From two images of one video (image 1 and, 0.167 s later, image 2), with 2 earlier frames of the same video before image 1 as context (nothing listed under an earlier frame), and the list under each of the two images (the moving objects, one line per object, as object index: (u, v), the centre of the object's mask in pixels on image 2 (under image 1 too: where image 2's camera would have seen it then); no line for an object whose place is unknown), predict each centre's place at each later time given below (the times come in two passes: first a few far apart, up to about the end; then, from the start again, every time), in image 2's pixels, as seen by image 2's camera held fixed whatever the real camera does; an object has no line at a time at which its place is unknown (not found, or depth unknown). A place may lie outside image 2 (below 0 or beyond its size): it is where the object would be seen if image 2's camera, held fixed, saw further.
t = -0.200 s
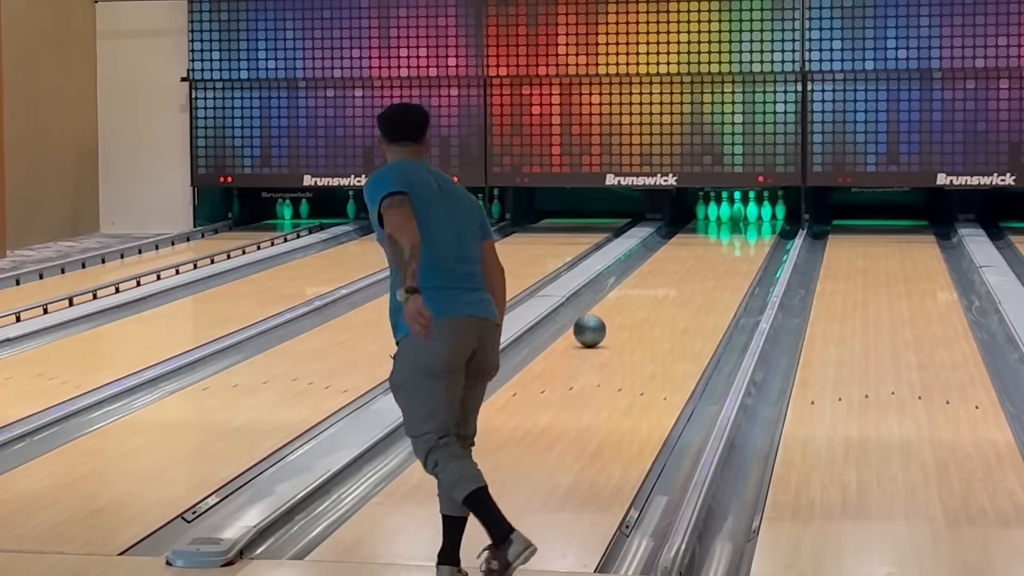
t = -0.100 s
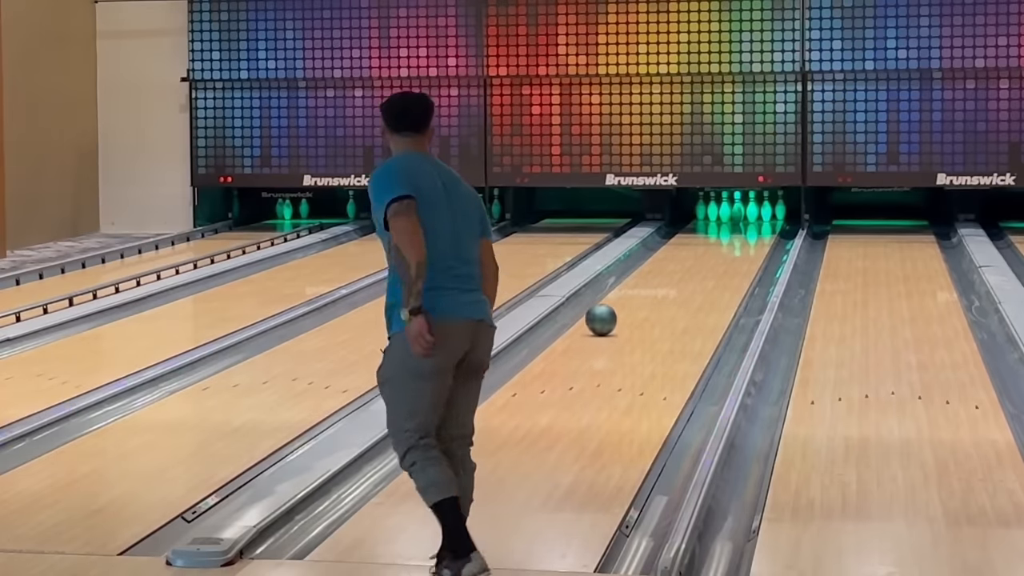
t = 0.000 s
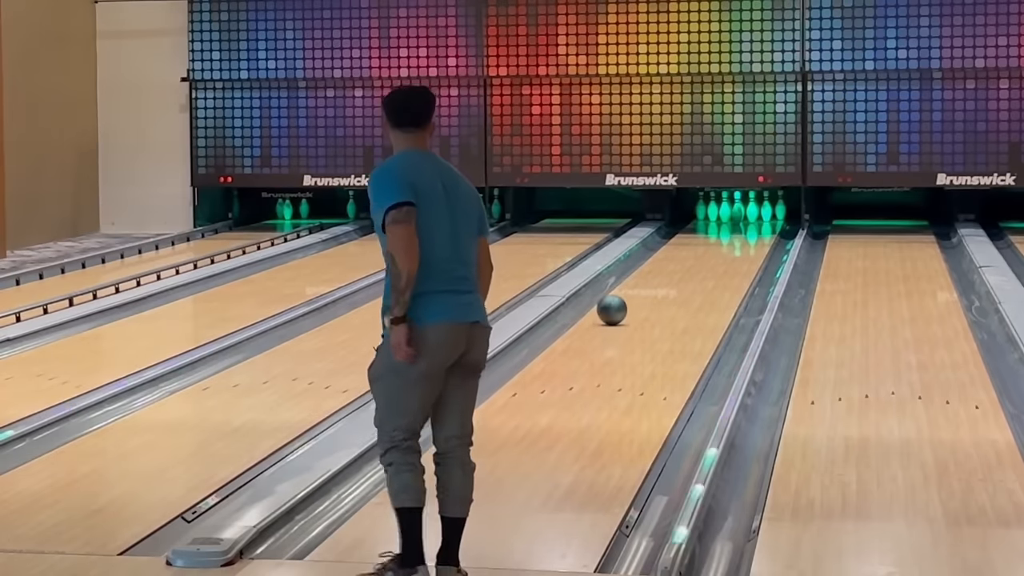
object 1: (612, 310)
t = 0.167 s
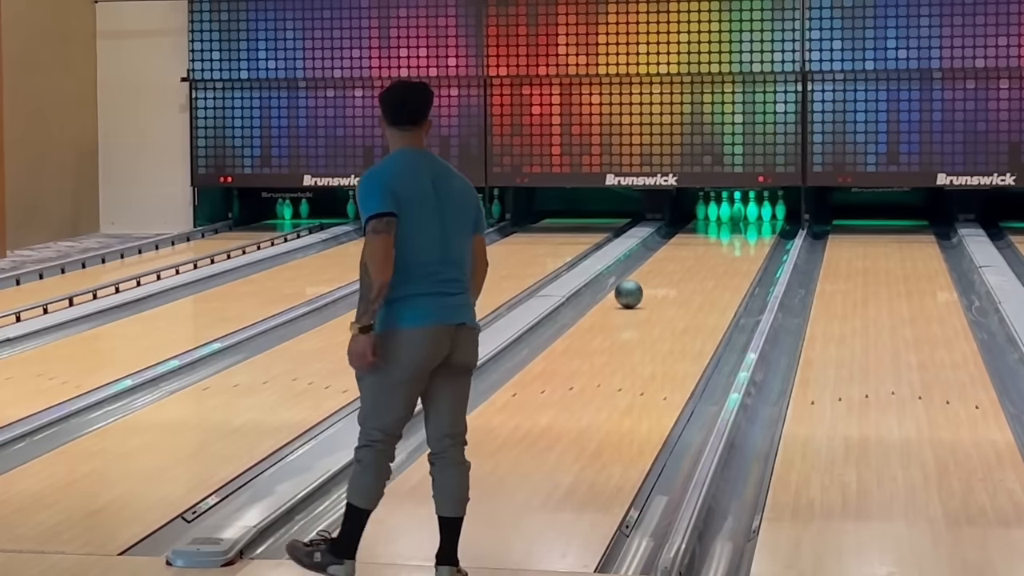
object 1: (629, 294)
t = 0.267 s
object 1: (638, 285)
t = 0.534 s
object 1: (661, 267)
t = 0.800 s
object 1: (682, 252)
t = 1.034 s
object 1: (699, 241)
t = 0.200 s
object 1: (632, 291)
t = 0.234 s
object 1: (635, 288)
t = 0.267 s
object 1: (638, 285)
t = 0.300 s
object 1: (641, 283)
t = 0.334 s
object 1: (644, 280)
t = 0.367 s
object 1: (647, 278)
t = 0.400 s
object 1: (650, 276)
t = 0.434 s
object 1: (653, 273)
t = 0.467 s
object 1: (655, 272)
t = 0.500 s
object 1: (658, 269)
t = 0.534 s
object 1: (661, 267)
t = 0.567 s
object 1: (664, 265)
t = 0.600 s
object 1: (666, 263)
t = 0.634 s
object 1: (669, 261)
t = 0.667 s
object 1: (672, 259)
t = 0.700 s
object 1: (674, 258)
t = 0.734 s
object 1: (677, 256)
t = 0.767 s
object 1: (680, 254)
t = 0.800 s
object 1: (682, 252)
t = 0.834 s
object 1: (685, 250)
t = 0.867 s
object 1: (687, 249)
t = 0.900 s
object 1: (690, 247)
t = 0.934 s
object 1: (692, 246)
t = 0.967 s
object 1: (695, 244)
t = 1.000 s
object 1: (697, 242)
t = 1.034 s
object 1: (699, 241)
